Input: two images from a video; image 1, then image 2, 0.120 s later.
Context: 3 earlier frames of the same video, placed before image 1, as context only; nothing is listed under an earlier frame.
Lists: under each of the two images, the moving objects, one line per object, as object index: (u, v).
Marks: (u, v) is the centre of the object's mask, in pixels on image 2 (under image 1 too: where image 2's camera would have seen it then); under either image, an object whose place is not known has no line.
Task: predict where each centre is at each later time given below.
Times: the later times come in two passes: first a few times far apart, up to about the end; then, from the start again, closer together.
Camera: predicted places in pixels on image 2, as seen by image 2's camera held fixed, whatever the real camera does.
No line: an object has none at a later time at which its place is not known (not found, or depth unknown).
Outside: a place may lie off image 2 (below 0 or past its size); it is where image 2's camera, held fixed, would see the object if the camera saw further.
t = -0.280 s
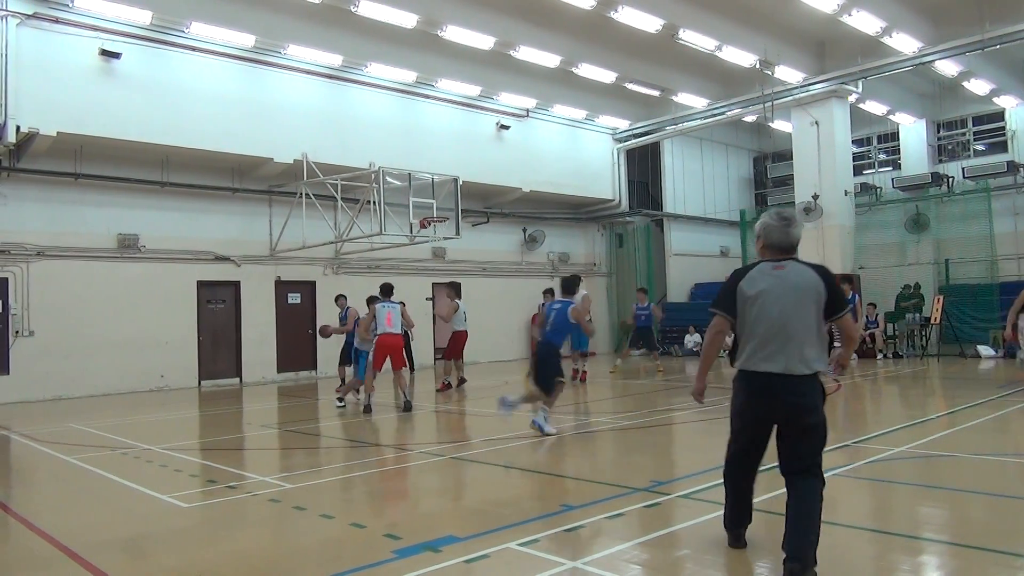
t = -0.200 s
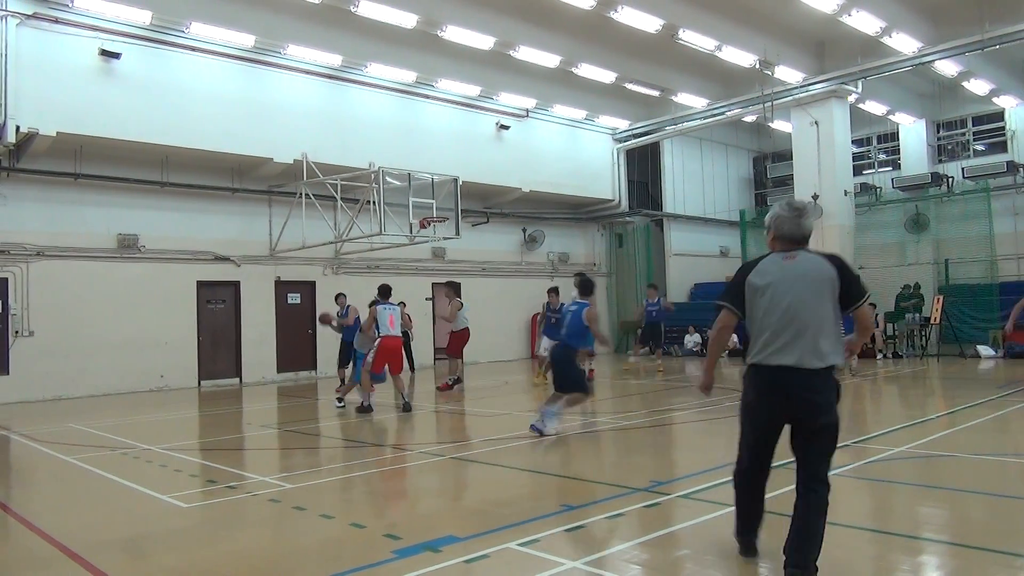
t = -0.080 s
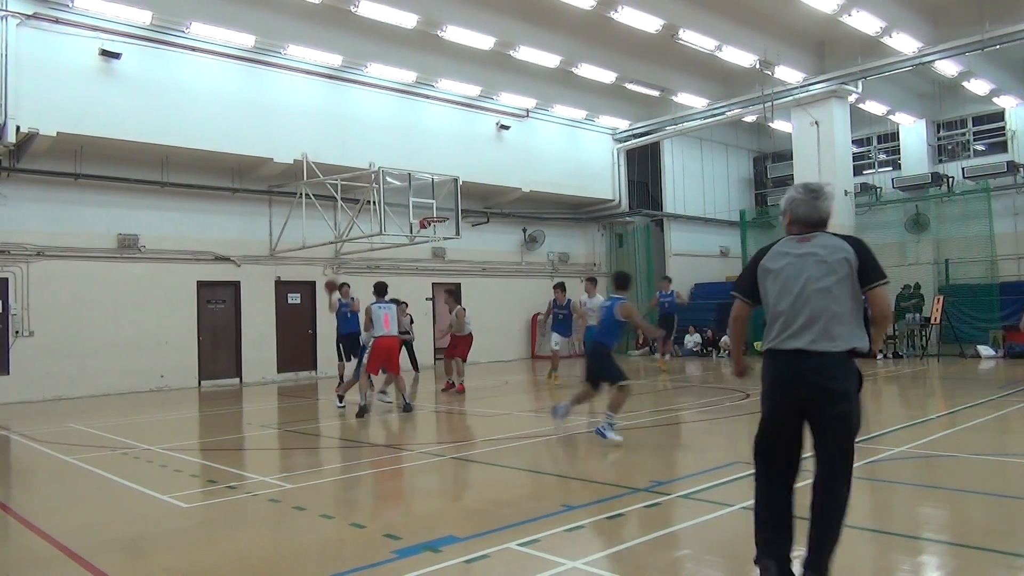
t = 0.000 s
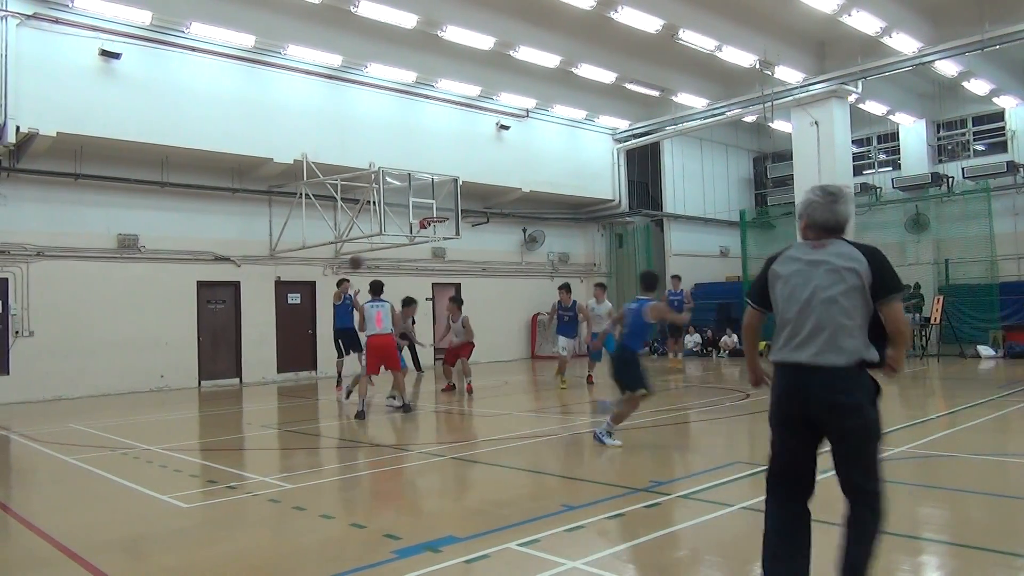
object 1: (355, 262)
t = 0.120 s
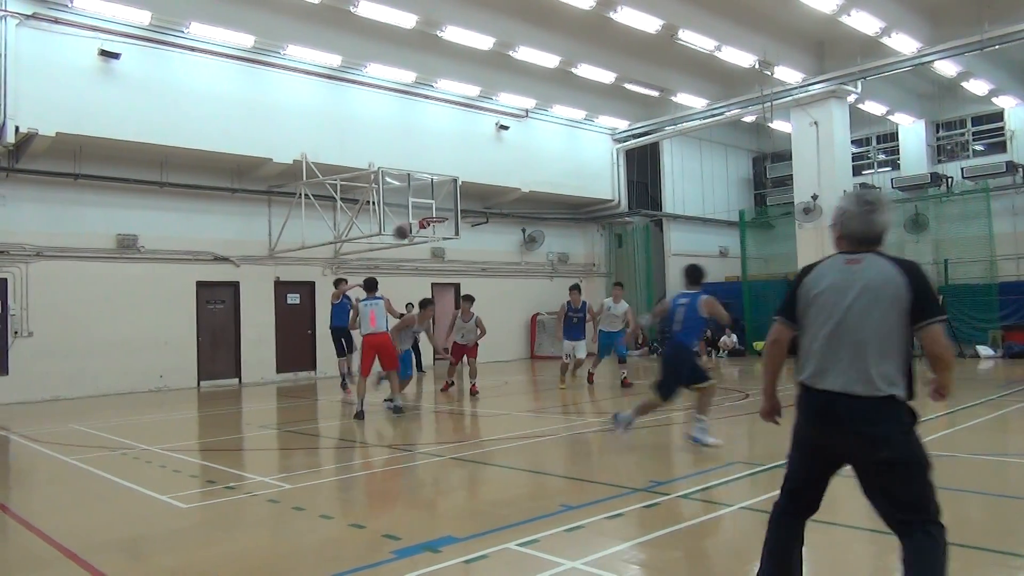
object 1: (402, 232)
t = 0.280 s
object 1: (473, 199)
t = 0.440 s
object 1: (561, 174)
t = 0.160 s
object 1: (419, 223)
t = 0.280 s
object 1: (473, 199)
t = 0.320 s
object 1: (493, 191)
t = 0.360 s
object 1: (514, 184)
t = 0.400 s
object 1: (537, 179)
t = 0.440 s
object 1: (561, 174)
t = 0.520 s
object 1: (614, 167)
